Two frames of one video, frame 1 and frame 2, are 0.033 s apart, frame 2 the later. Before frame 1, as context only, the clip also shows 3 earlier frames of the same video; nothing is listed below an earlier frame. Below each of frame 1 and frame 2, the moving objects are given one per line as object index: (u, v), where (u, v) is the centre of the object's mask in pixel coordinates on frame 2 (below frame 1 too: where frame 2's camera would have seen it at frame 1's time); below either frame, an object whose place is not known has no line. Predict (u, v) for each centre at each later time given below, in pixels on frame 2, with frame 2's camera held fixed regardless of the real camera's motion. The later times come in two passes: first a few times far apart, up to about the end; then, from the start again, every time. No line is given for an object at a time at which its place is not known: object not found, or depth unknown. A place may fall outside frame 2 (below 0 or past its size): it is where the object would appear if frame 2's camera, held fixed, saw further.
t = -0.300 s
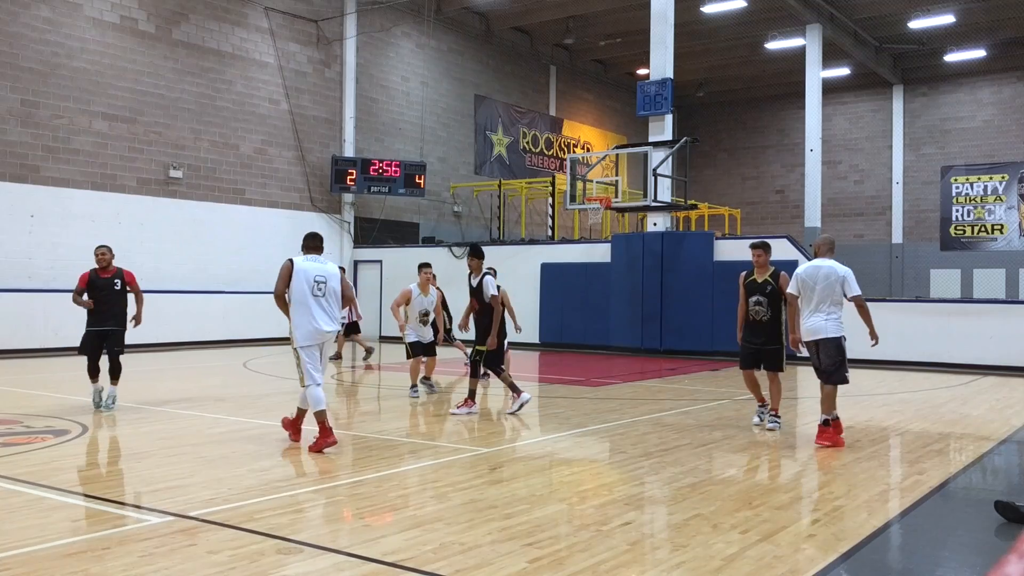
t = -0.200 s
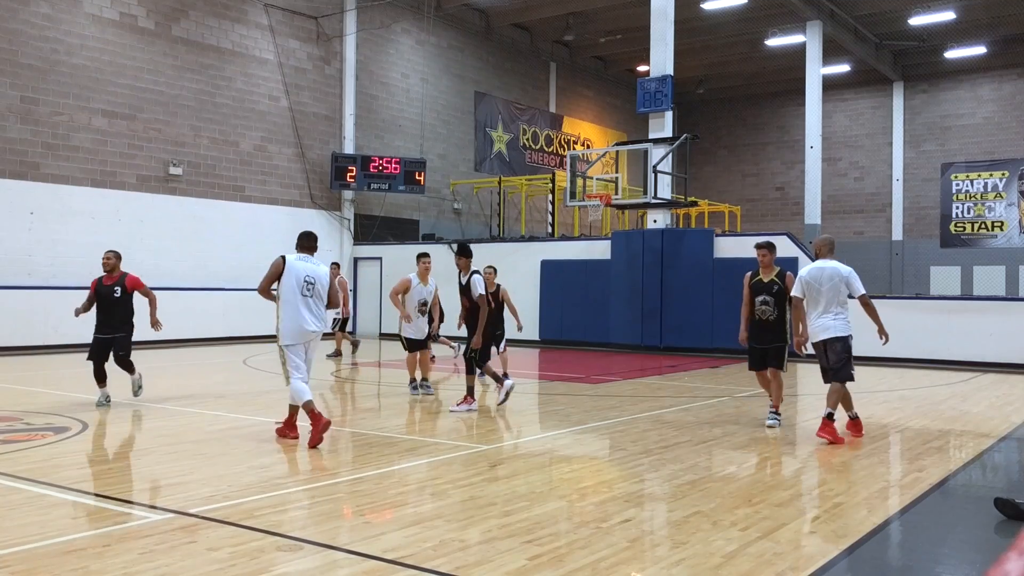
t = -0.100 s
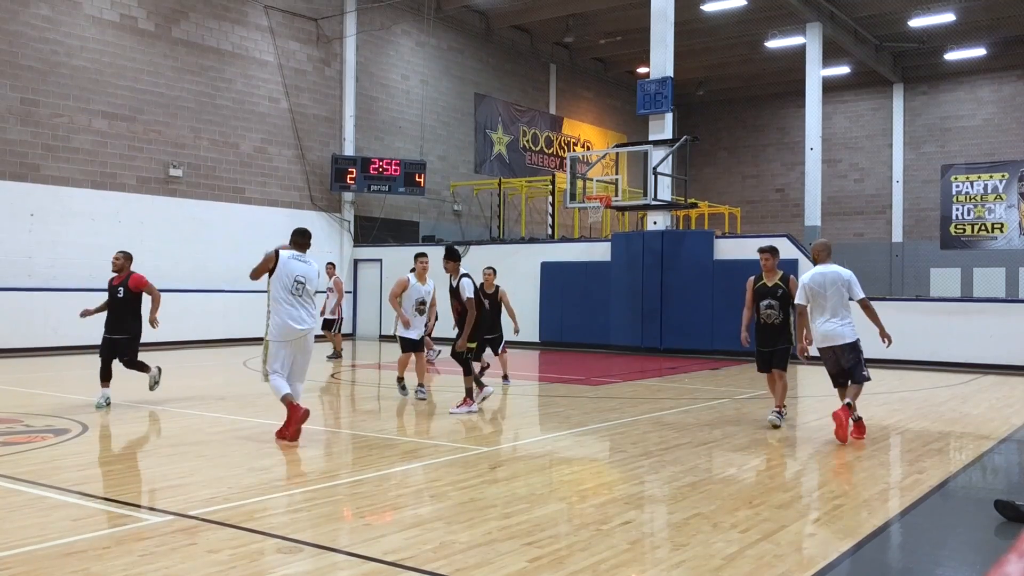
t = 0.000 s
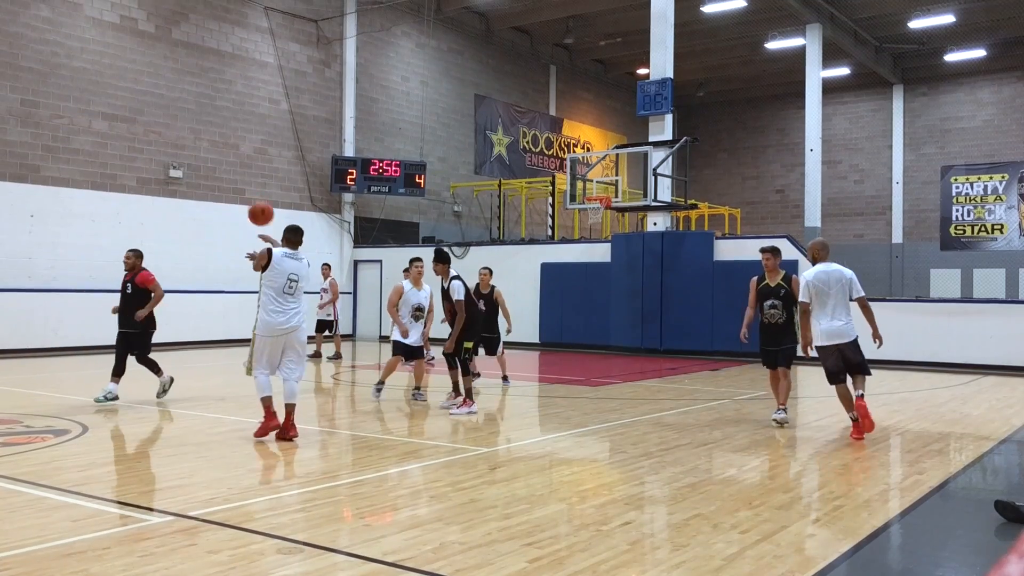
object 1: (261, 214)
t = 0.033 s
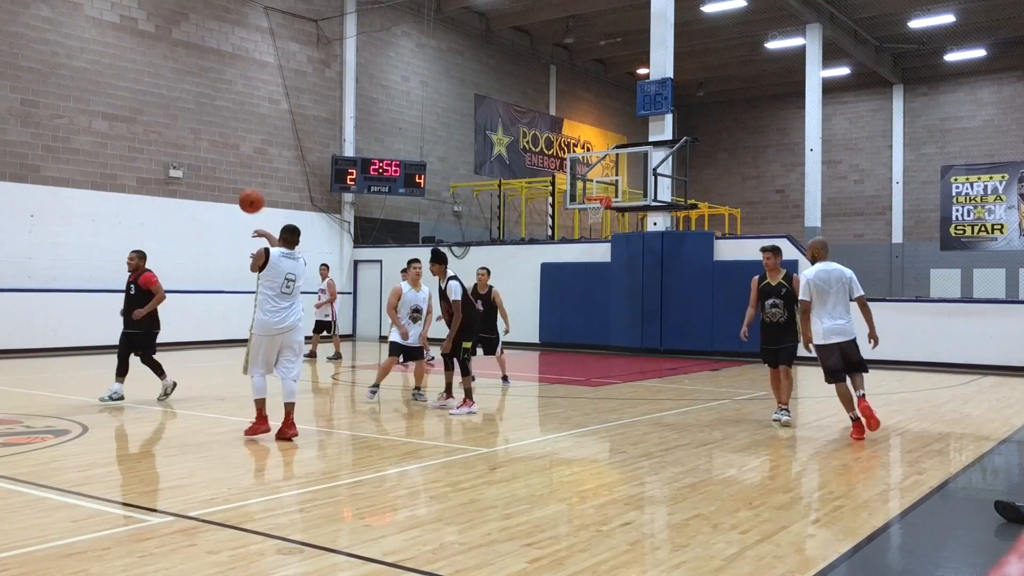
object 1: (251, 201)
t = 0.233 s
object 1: (200, 160)
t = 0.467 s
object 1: (153, 161)
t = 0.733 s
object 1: (111, 209)
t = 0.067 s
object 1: (242, 191)
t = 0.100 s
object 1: (233, 183)
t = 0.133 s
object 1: (224, 175)
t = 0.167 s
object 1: (216, 169)
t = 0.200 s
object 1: (208, 163)
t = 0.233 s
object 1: (200, 160)
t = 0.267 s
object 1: (193, 157)
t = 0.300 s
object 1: (186, 155)
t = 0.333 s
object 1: (179, 154)
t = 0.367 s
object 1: (172, 154)
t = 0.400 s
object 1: (165, 156)
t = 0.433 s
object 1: (160, 158)
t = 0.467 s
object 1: (153, 161)
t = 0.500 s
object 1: (147, 165)
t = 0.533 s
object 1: (141, 169)
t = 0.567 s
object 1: (136, 174)
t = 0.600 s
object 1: (131, 180)
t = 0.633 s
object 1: (126, 186)
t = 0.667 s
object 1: (121, 193)
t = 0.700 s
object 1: (116, 201)
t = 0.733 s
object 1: (111, 209)
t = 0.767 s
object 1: (107, 217)
